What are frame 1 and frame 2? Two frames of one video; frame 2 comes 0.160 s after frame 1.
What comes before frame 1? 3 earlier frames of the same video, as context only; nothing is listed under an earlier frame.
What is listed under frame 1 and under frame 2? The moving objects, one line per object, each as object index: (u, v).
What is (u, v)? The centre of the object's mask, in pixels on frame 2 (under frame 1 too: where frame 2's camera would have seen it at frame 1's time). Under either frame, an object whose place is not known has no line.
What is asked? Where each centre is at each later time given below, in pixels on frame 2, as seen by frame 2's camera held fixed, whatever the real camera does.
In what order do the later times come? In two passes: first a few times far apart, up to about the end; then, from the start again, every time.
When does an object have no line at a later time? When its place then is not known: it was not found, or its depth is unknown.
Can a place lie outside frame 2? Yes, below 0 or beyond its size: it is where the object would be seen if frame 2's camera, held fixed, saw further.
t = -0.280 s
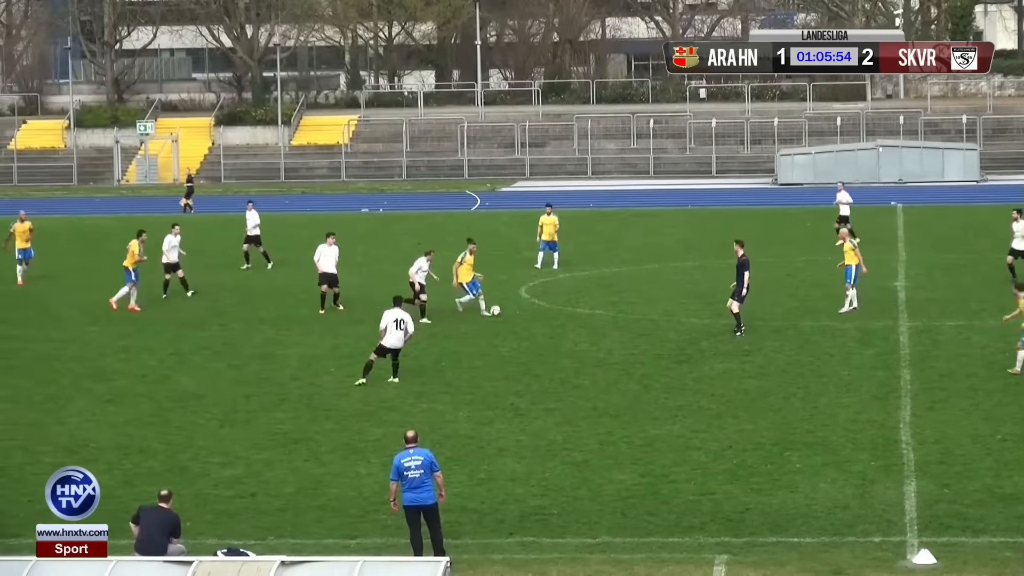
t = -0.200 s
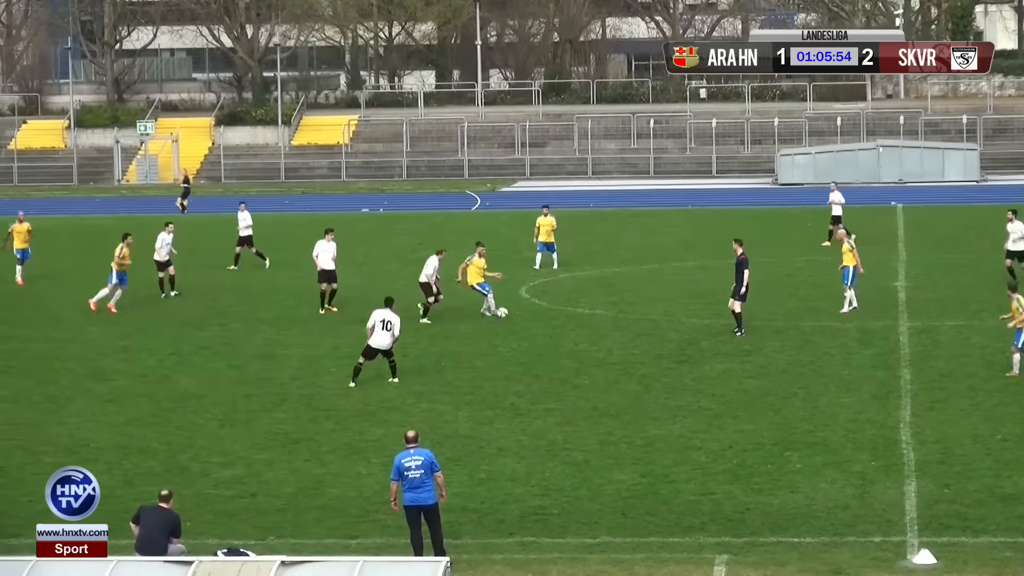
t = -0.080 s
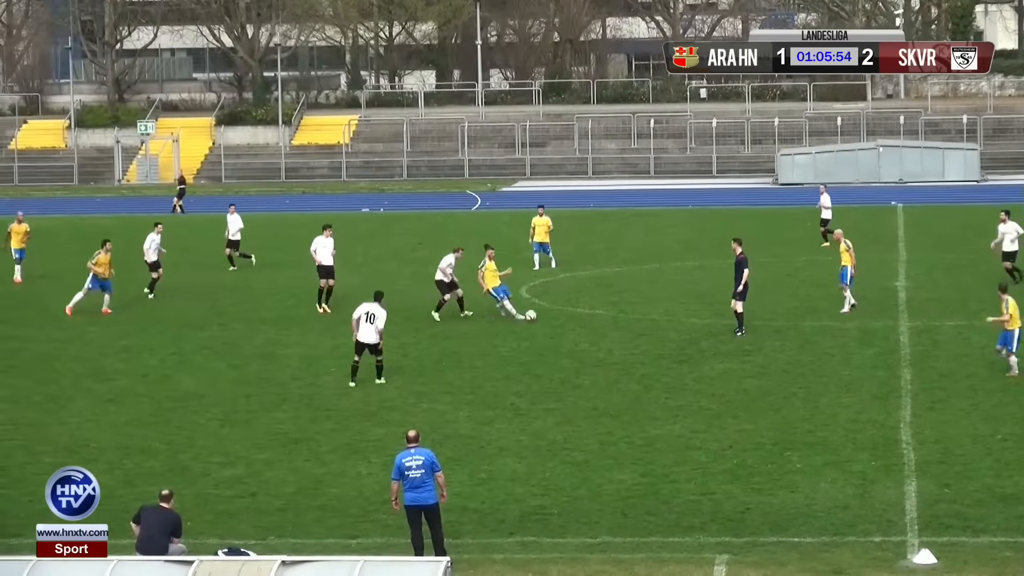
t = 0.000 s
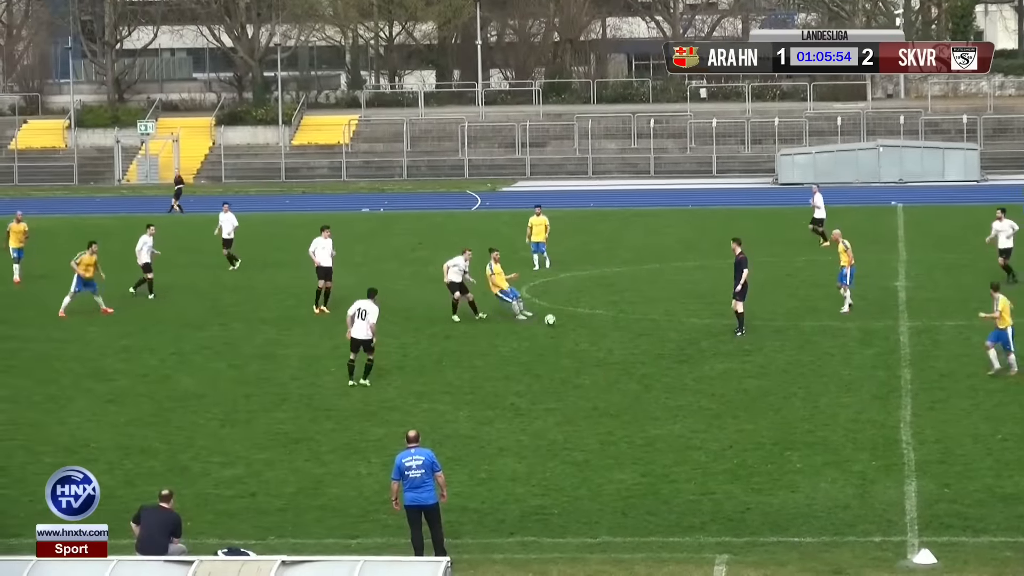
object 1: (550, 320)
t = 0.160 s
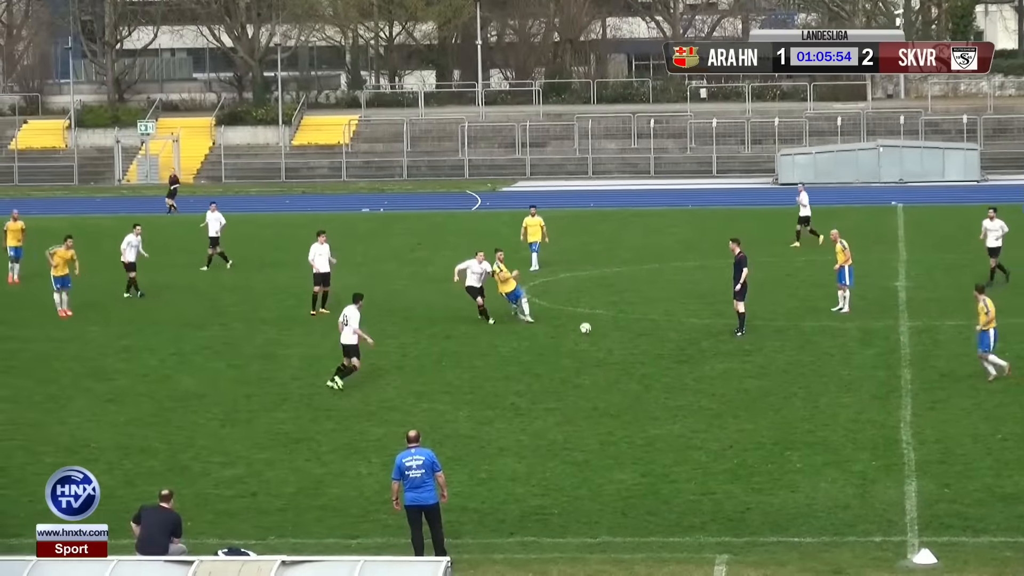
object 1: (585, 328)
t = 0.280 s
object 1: (609, 336)
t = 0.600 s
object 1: (663, 347)
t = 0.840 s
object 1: (701, 356)
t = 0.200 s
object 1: (593, 330)
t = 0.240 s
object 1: (601, 333)
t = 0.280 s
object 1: (609, 336)
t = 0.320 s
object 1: (617, 338)
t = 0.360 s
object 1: (623, 338)
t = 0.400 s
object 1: (630, 339)
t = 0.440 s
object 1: (637, 340)
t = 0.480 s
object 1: (643, 343)
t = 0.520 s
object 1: (650, 346)
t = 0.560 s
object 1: (656, 348)
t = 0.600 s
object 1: (663, 347)
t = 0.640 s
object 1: (669, 346)
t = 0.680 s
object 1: (675, 346)
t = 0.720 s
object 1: (682, 347)
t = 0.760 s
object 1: (688, 349)
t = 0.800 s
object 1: (694, 352)
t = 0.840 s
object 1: (701, 356)
